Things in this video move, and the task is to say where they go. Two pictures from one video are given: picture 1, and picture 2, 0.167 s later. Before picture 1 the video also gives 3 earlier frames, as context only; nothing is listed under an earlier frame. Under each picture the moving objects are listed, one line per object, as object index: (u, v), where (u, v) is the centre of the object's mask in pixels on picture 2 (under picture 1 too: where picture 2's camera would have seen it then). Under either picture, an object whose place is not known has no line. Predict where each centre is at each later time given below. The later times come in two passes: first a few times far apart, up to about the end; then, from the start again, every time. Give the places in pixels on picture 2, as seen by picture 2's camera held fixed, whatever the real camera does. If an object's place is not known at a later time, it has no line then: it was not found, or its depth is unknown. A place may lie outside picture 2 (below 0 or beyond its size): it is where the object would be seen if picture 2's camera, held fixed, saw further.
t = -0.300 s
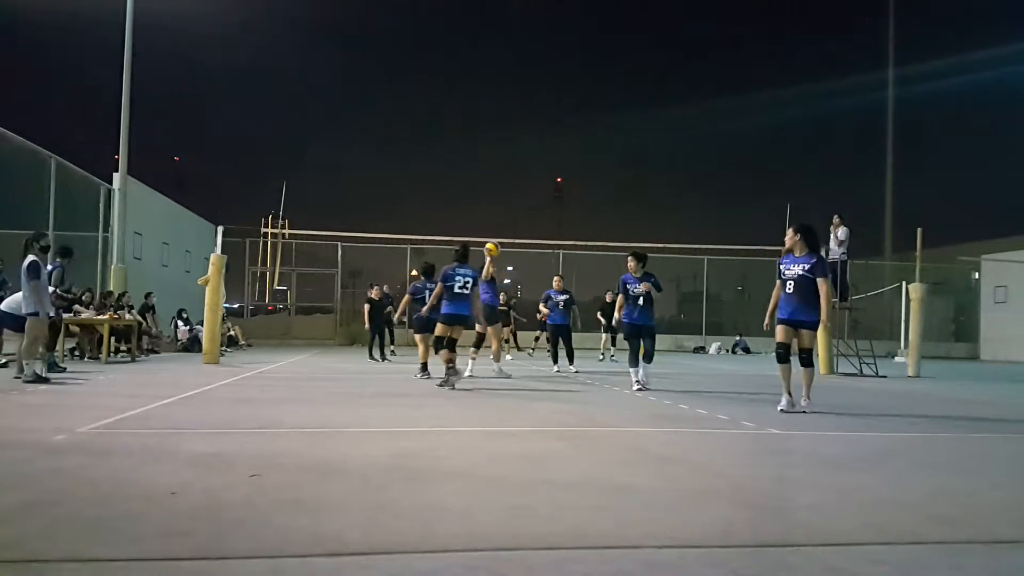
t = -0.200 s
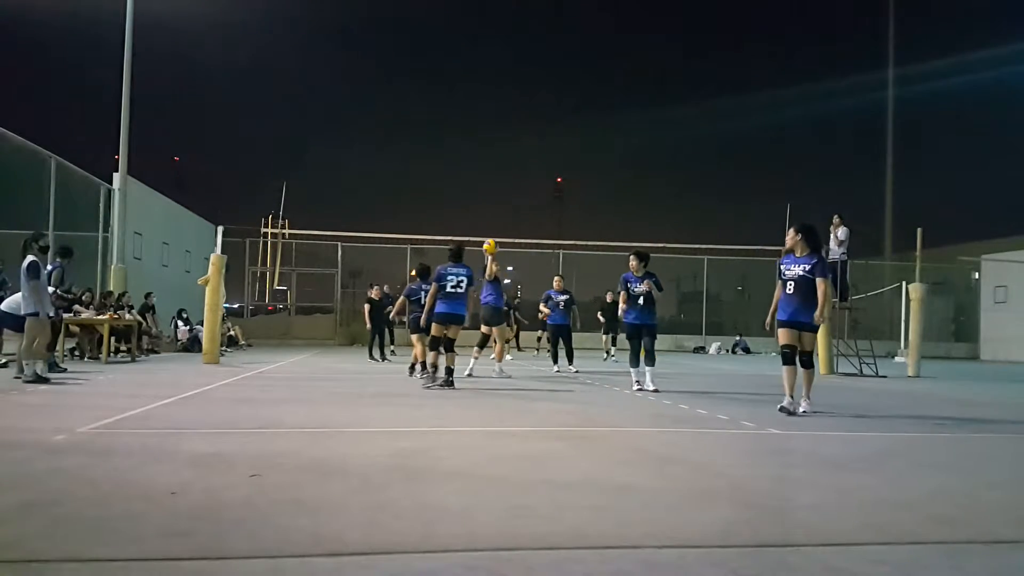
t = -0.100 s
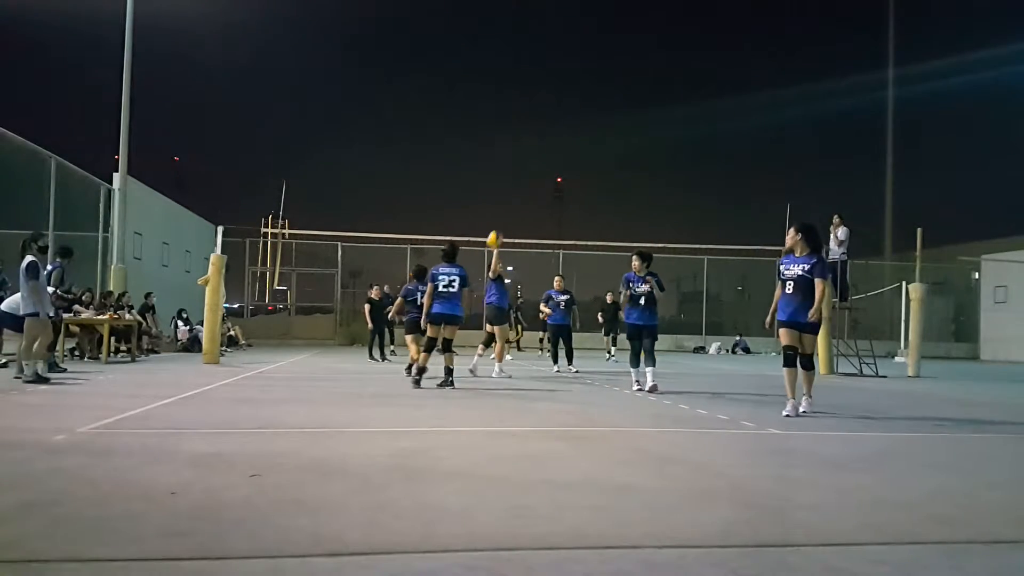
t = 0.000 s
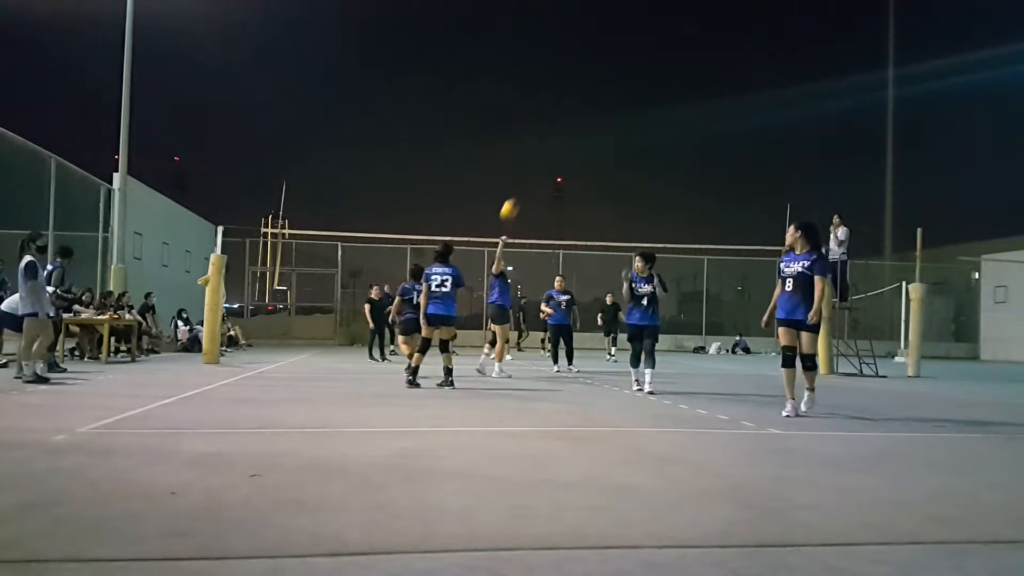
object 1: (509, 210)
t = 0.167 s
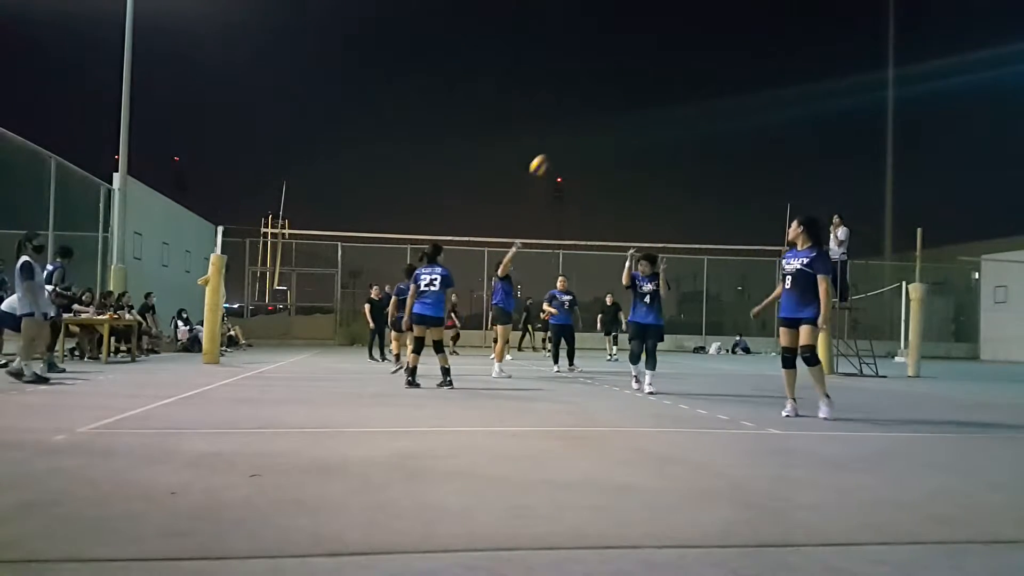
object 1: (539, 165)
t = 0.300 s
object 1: (567, 142)
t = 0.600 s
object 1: (640, 140)
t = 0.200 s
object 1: (545, 159)
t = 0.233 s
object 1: (552, 152)
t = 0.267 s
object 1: (560, 146)
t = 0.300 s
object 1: (567, 142)
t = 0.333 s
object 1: (573, 138)
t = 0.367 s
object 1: (581, 134)
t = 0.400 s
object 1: (589, 132)
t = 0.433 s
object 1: (596, 130)
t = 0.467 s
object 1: (605, 130)
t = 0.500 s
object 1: (613, 130)
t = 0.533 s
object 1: (622, 132)
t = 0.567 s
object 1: (630, 135)
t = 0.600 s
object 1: (640, 140)
